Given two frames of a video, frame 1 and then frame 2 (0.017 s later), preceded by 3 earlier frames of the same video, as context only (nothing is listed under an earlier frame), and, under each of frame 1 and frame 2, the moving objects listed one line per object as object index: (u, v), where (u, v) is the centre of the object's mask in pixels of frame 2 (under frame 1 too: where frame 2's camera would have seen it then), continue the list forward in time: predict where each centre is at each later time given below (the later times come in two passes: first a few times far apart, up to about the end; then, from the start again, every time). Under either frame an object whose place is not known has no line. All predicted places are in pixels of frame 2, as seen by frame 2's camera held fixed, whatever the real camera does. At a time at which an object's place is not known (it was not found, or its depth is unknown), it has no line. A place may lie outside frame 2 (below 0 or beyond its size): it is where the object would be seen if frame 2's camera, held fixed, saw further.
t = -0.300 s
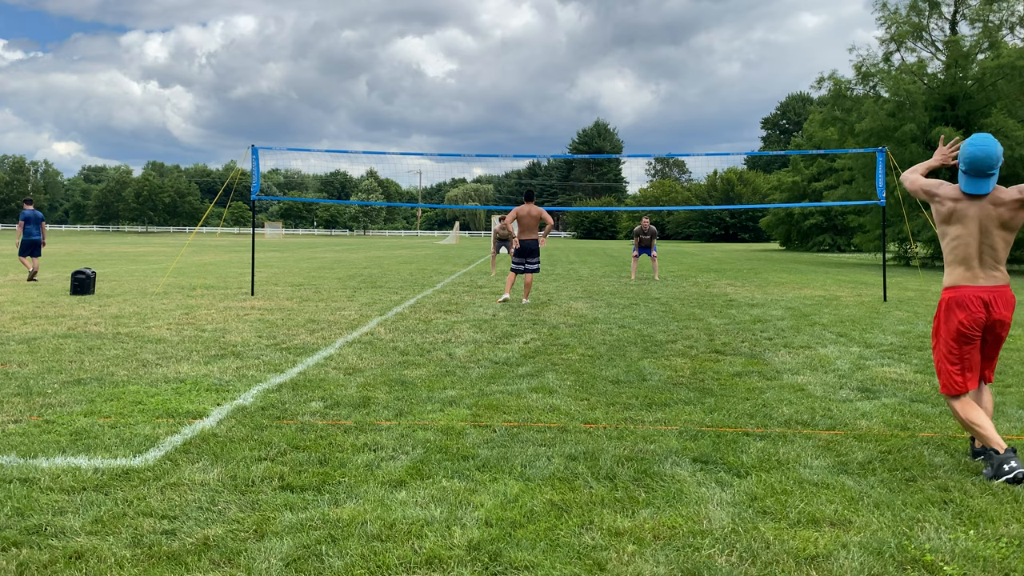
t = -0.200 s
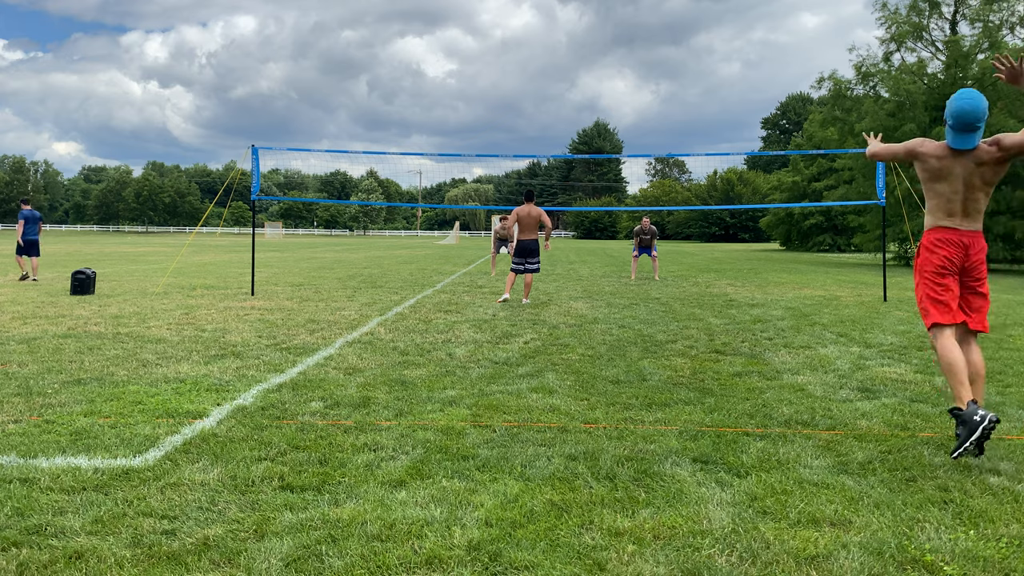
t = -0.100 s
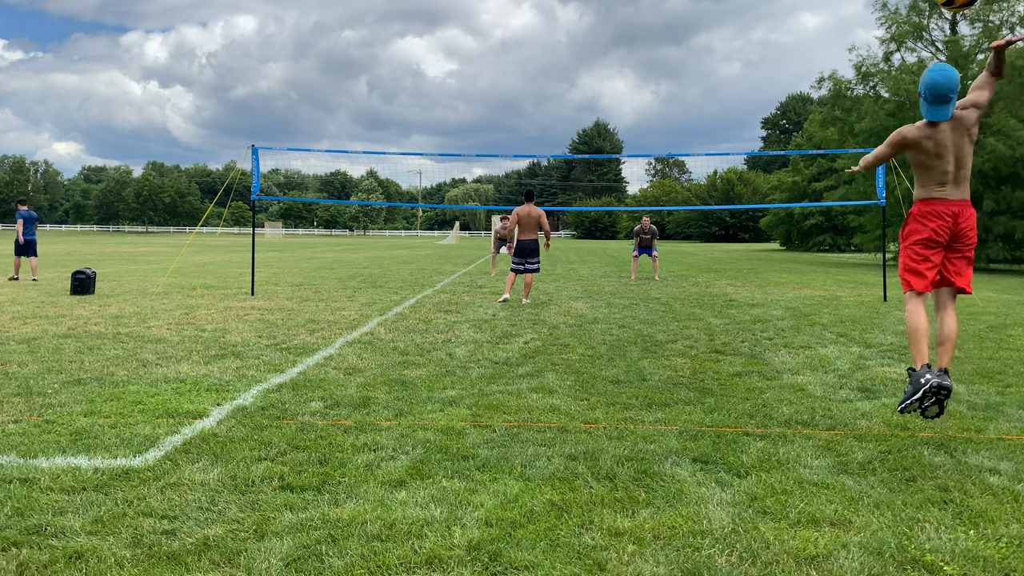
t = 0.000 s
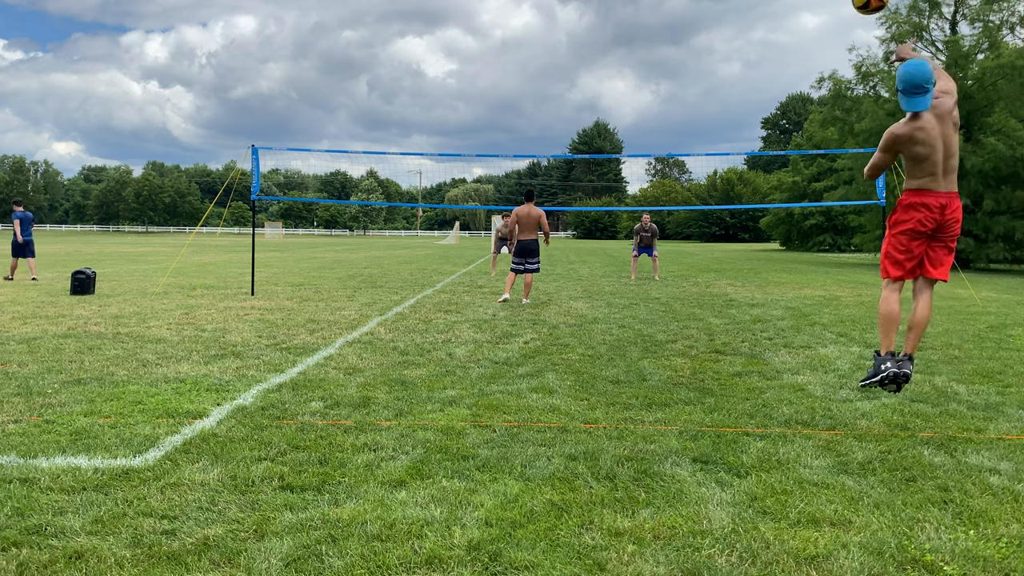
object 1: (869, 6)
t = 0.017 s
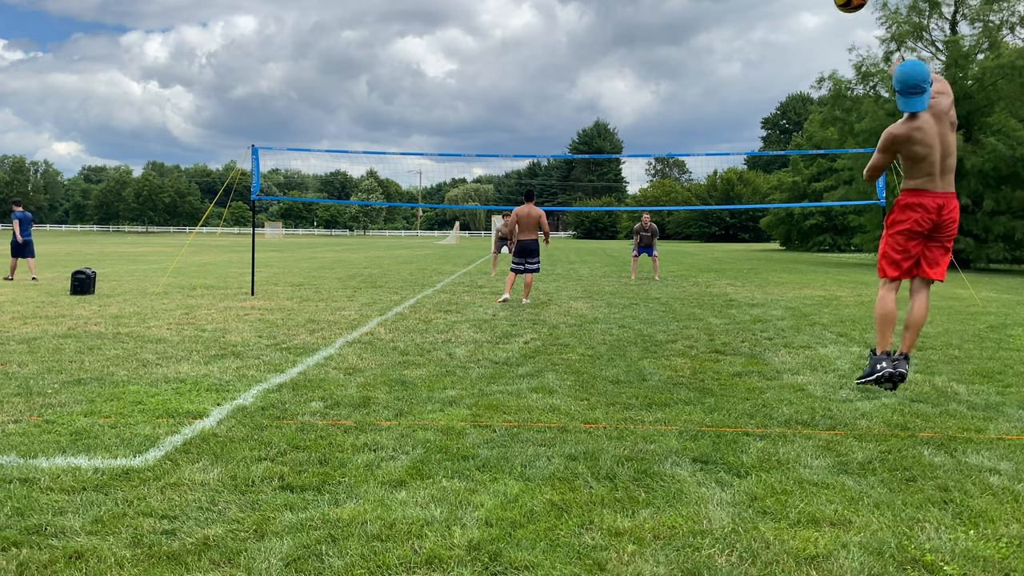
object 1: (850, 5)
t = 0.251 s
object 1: (691, 8)
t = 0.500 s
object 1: (620, 53)
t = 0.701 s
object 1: (590, 100)
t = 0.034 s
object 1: (832, 5)
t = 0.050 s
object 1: (816, 4)
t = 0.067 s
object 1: (802, 4)
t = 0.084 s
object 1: (788, 4)
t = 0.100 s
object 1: (775, 4)
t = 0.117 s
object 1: (763, 4)
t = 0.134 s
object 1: (752, 4)
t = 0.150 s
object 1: (742, 4)
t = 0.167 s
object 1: (732, 5)
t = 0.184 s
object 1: (723, 5)
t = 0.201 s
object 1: (714, 6)
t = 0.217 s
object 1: (706, 7)
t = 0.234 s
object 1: (698, 7)
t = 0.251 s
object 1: (691, 8)
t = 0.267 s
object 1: (684, 9)
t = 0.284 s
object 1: (677, 12)
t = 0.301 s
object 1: (671, 14)
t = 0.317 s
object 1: (665, 17)
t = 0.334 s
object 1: (660, 20)
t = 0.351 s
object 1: (655, 23)
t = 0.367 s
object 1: (650, 26)
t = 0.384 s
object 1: (646, 29)
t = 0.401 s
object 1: (641, 32)
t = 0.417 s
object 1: (637, 35)
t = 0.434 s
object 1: (634, 38)
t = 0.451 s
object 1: (630, 42)
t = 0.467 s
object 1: (627, 45)
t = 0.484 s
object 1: (623, 49)
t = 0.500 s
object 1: (620, 53)
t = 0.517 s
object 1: (617, 56)
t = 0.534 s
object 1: (615, 60)
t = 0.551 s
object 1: (612, 64)
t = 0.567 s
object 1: (609, 68)
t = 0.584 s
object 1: (606, 72)
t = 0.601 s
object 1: (604, 76)
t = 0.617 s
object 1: (601, 80)
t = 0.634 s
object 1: (599, 84)
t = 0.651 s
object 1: (597, 88)
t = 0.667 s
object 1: (594, 92)
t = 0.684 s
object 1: (592, 96)
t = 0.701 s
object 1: (590, 100)
